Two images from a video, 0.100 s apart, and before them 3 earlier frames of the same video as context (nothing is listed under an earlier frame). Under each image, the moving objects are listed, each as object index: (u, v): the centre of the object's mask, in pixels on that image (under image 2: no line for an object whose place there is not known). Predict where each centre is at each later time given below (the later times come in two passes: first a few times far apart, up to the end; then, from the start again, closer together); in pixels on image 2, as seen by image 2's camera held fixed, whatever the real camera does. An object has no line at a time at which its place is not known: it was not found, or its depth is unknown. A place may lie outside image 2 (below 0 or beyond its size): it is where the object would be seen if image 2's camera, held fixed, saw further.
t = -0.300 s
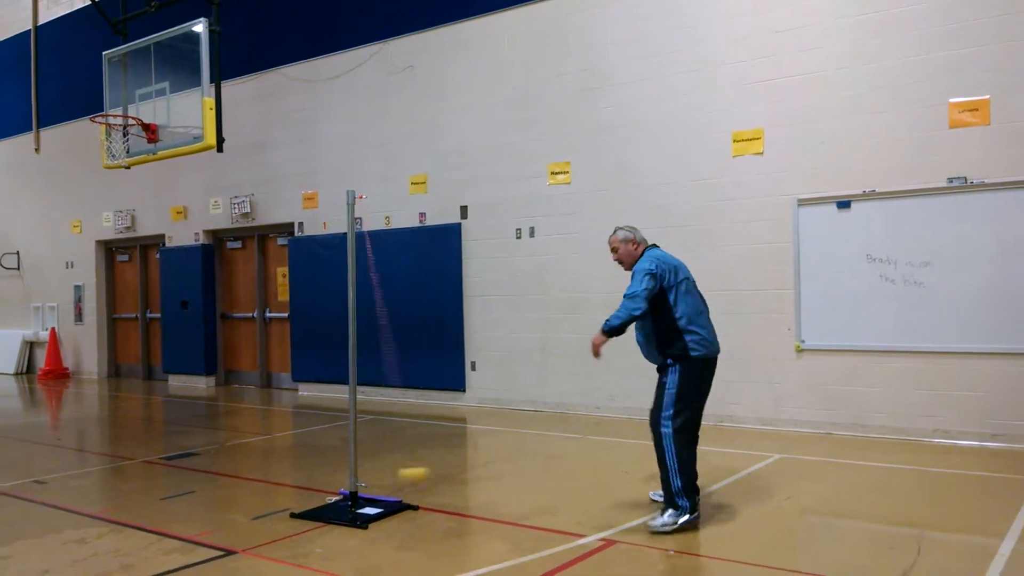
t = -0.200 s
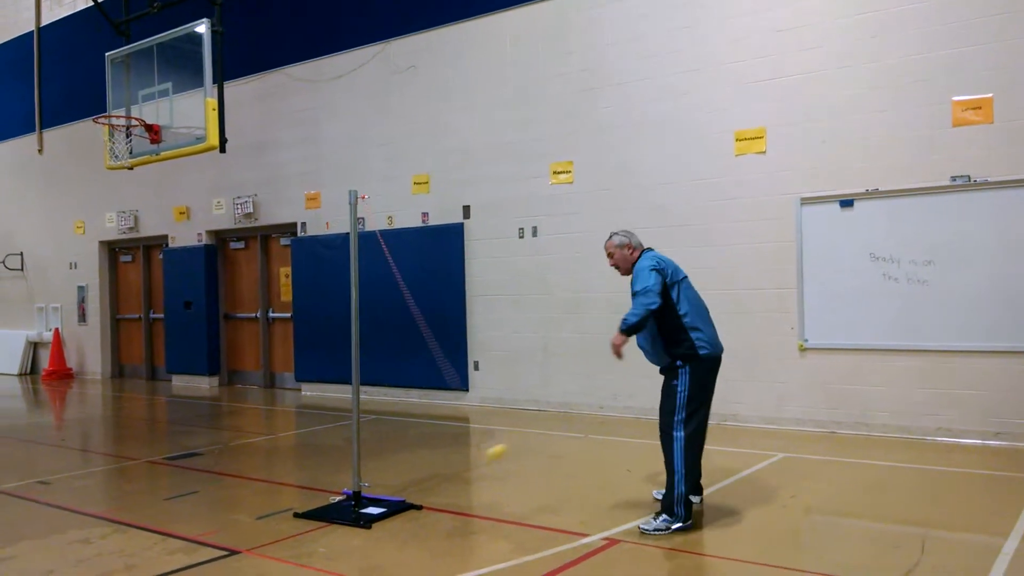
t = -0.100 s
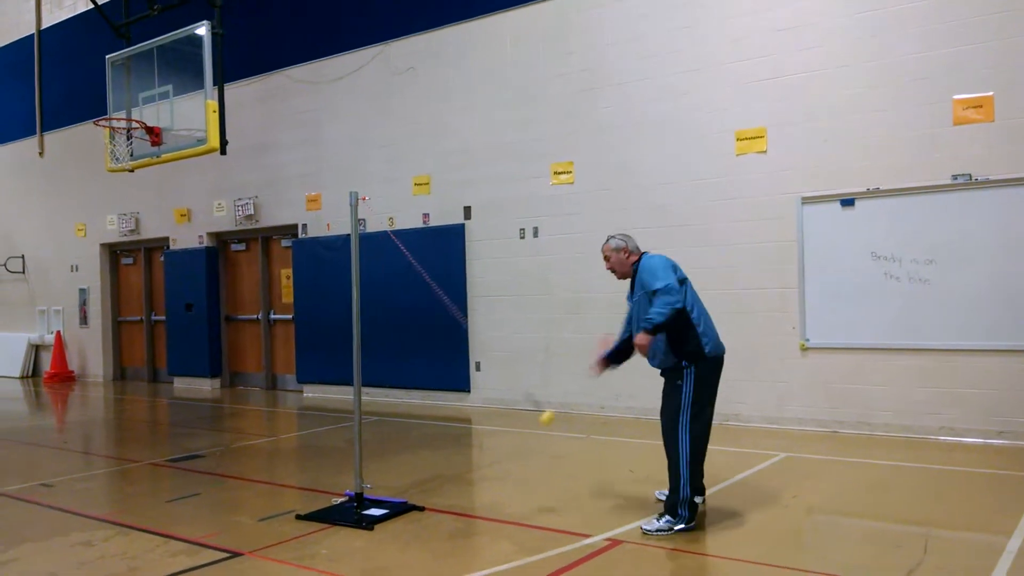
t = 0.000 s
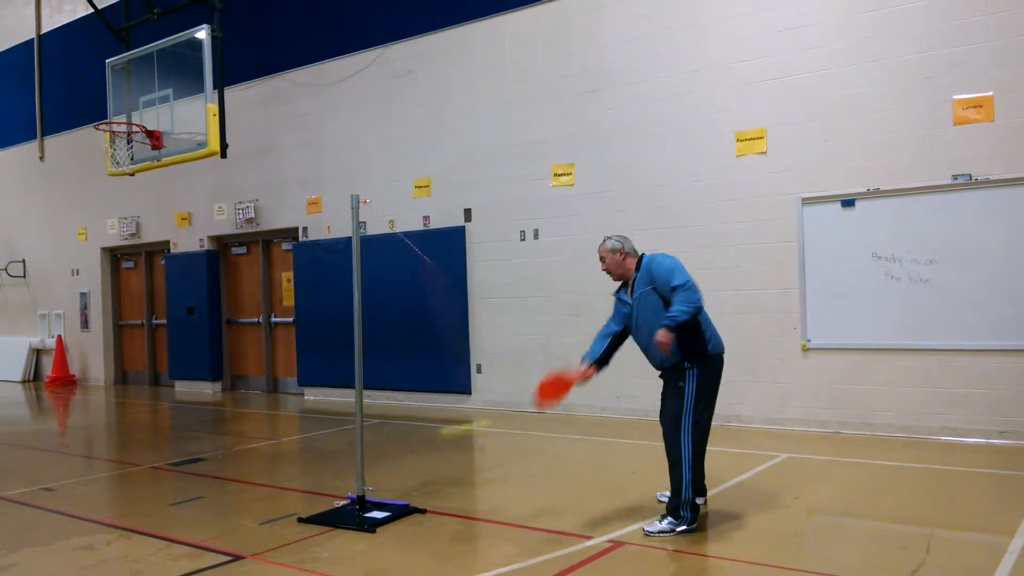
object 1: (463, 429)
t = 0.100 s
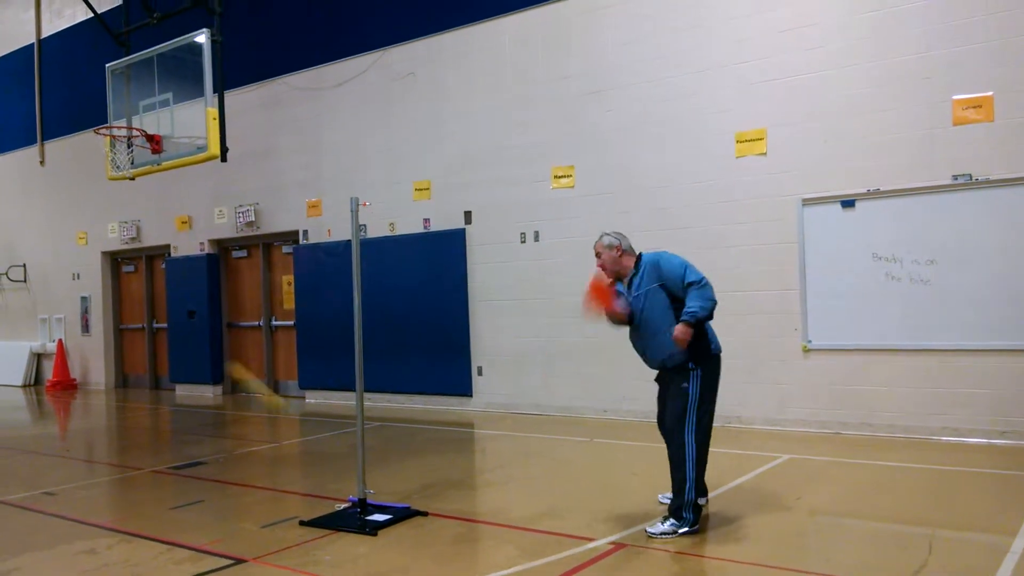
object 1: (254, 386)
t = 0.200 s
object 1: (70, 212)
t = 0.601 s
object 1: (283, 79)
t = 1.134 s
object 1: (500, 442)
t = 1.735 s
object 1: (98, 234)
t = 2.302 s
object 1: (144, 395)
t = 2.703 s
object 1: (440, 429)
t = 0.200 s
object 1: (70, 212)
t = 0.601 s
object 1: (283, 79)
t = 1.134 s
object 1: (500, 442)
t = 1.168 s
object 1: (485, 447)
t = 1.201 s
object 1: (469, 454)
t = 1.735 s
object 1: (98, 234)
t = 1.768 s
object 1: (86, 230)
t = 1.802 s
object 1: (75, 228)
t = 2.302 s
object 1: (144, 395)
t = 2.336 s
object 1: (165, 410)
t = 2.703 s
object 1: (440, 429)
